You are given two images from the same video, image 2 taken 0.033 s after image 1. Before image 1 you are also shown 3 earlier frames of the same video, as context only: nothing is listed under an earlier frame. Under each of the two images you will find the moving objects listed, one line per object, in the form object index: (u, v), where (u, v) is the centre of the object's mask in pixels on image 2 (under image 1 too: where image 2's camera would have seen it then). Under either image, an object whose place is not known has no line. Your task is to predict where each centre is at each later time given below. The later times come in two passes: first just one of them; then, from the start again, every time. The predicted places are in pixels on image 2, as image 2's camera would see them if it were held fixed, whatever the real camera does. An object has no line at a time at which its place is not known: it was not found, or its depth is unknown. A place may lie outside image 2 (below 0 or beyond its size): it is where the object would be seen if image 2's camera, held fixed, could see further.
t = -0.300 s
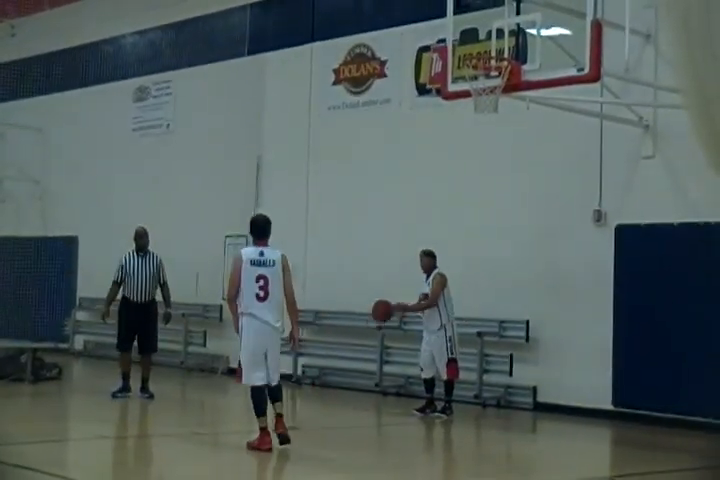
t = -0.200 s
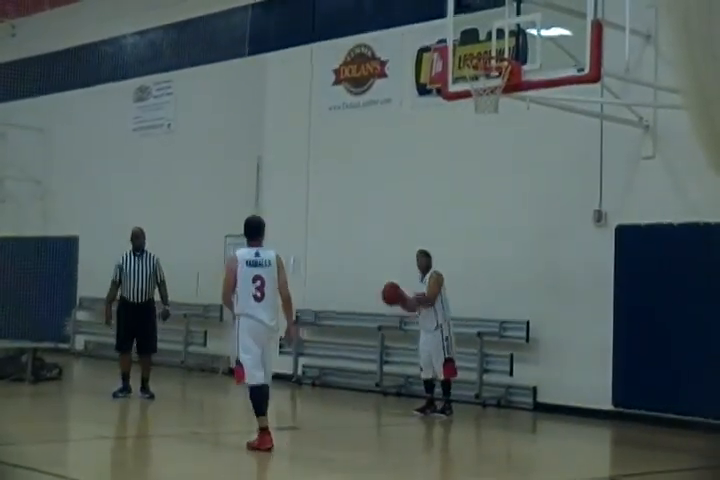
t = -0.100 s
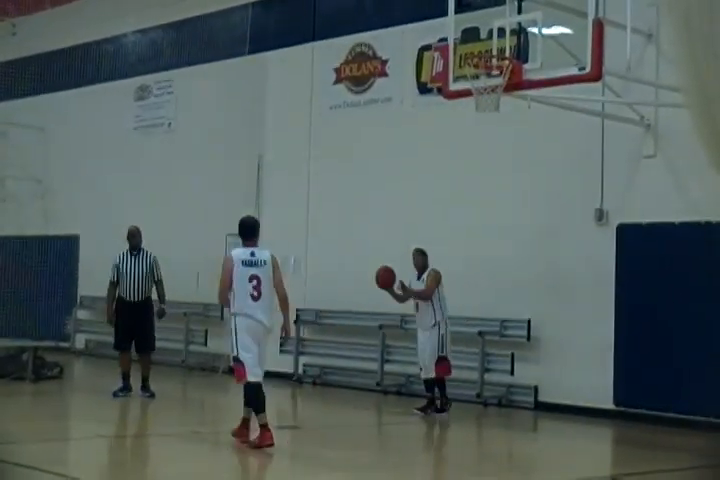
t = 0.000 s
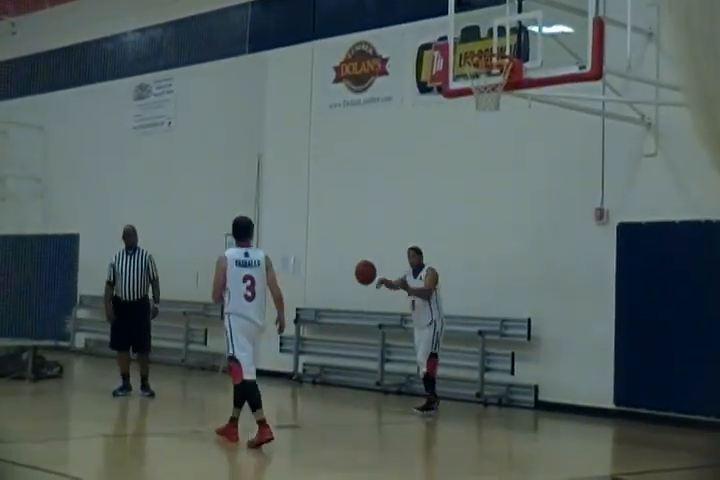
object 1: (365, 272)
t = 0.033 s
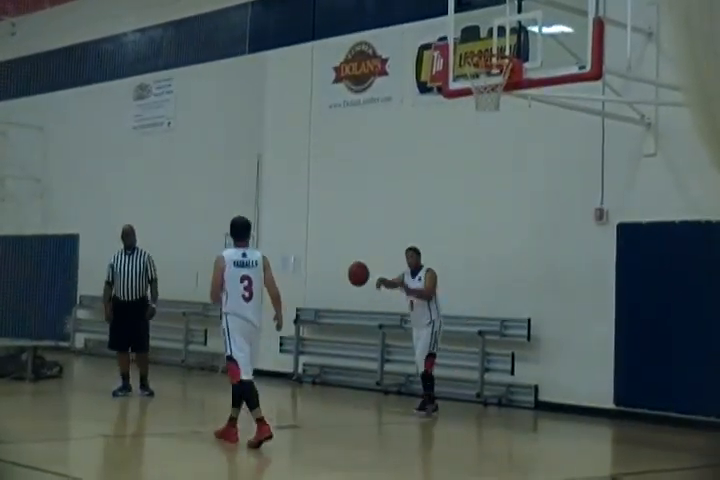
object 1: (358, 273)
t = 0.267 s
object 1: (305, 315)
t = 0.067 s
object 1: (351, 275)
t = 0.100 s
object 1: (344, 279)
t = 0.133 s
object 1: (337, 284)
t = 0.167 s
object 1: (329, 289)
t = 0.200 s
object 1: (321, 296)
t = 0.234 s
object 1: (313, 305)
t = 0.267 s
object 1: (305, 315)
